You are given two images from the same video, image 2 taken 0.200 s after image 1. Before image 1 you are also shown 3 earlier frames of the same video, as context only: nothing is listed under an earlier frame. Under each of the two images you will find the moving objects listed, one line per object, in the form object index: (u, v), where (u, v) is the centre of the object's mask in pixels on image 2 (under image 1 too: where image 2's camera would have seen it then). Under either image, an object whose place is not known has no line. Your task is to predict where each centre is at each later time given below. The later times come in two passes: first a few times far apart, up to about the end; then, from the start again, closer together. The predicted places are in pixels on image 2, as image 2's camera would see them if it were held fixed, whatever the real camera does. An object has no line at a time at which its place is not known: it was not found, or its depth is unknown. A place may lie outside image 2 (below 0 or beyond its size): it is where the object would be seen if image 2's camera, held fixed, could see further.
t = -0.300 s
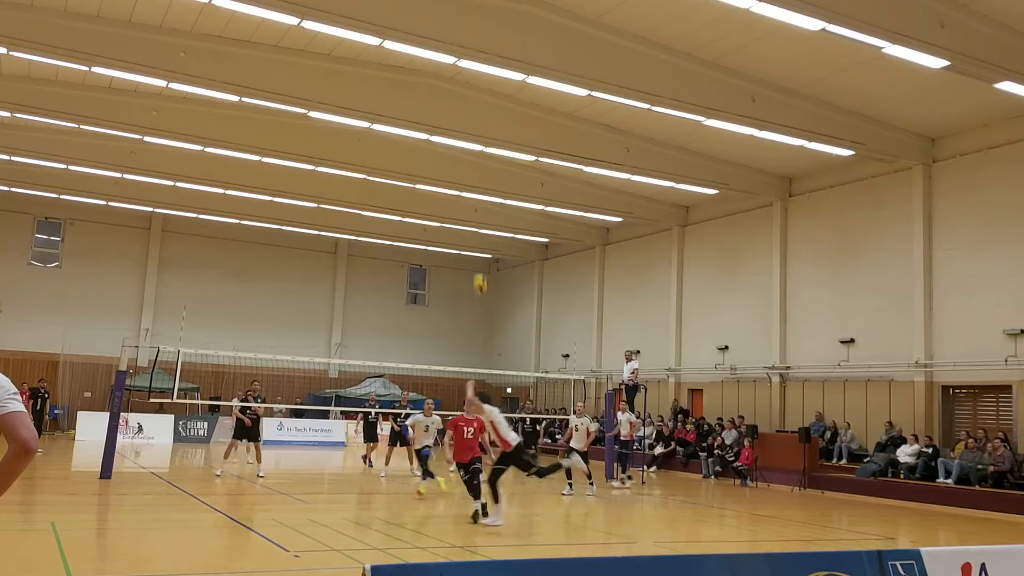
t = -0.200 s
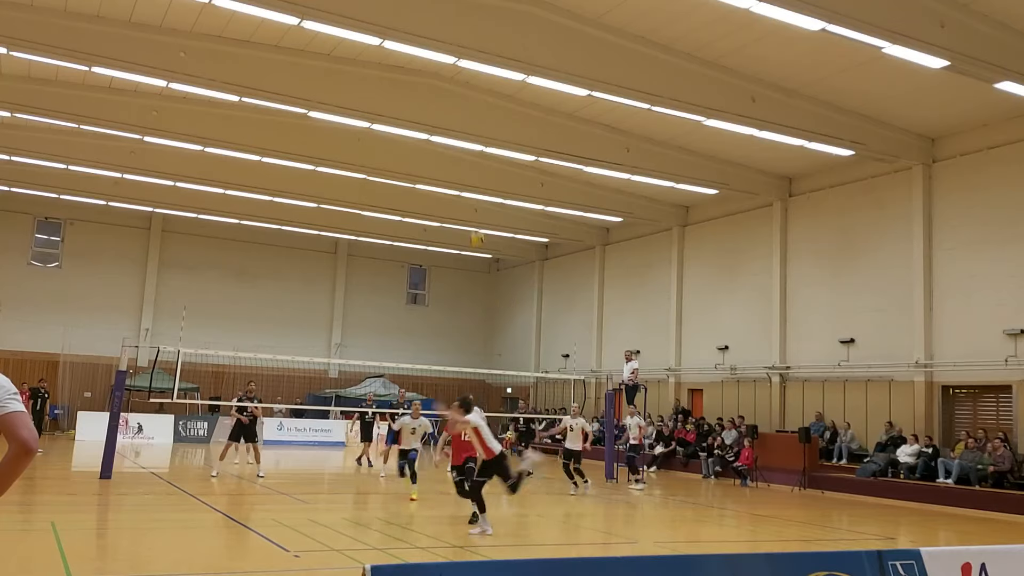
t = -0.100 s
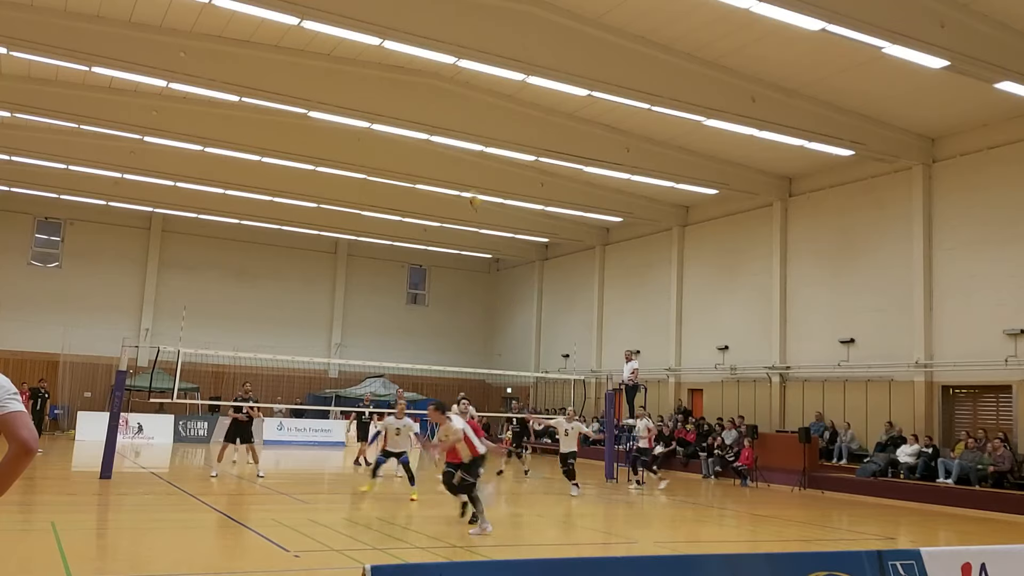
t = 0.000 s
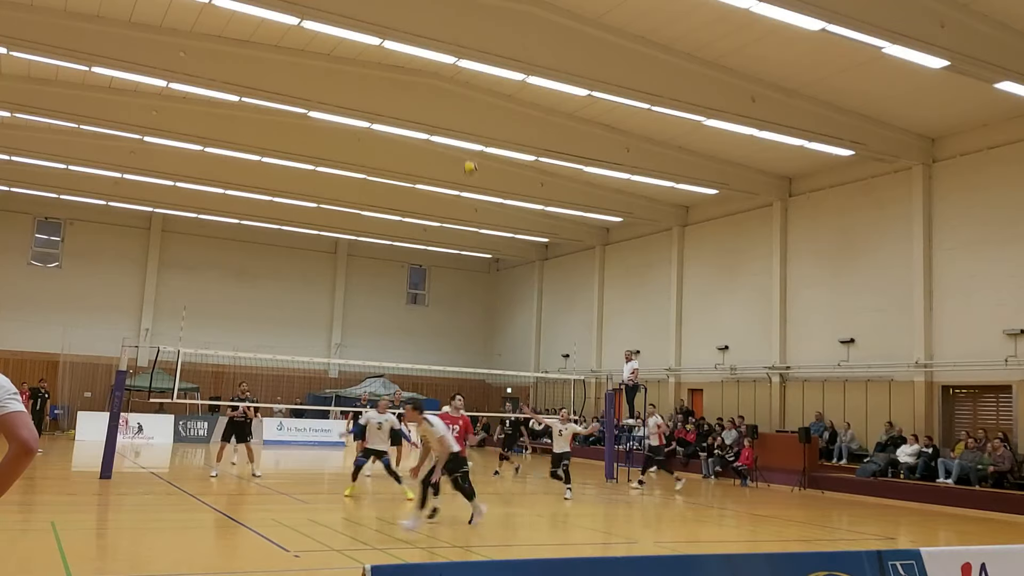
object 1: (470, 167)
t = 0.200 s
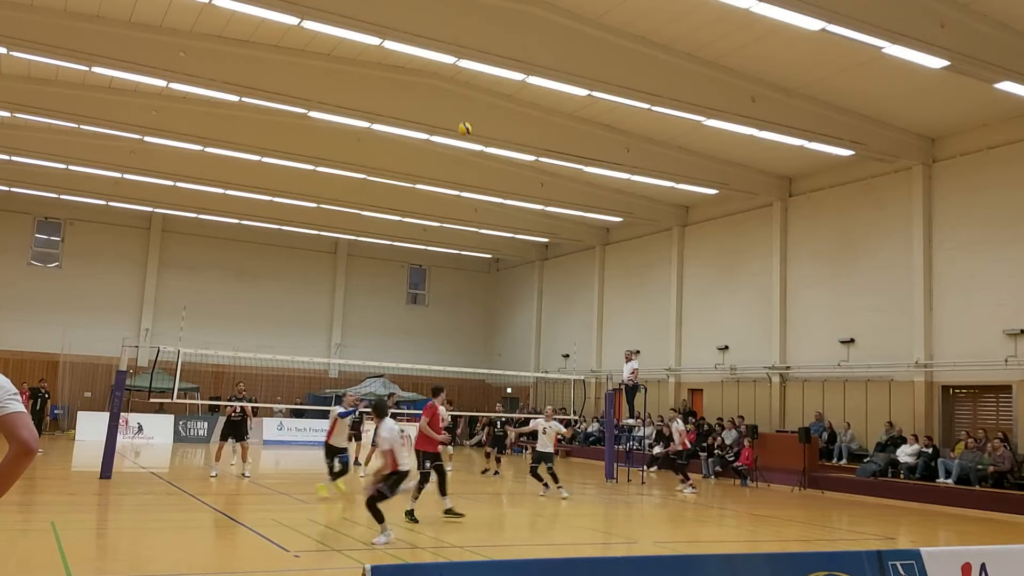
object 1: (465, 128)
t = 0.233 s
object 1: (464, 125)
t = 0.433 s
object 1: (457, 115)
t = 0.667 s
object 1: (448, 134)
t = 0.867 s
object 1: (439, 173)
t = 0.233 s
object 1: (464, 125)
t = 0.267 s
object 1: (463, 121)
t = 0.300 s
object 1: (461, 119)
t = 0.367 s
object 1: (458, 116)
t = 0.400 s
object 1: (458, 115)
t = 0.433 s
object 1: (457, 115)
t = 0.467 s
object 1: (456, 117)
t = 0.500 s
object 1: (454, 118)
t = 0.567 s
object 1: (451, 123)
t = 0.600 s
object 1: (450, 126)
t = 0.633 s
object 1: (449, 130)
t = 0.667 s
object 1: (448, 134)
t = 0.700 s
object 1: (446, 139)
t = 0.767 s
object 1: (443, 151)
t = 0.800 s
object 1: (442, 158)
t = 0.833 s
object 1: (441, 165)
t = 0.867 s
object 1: (439, 173)
